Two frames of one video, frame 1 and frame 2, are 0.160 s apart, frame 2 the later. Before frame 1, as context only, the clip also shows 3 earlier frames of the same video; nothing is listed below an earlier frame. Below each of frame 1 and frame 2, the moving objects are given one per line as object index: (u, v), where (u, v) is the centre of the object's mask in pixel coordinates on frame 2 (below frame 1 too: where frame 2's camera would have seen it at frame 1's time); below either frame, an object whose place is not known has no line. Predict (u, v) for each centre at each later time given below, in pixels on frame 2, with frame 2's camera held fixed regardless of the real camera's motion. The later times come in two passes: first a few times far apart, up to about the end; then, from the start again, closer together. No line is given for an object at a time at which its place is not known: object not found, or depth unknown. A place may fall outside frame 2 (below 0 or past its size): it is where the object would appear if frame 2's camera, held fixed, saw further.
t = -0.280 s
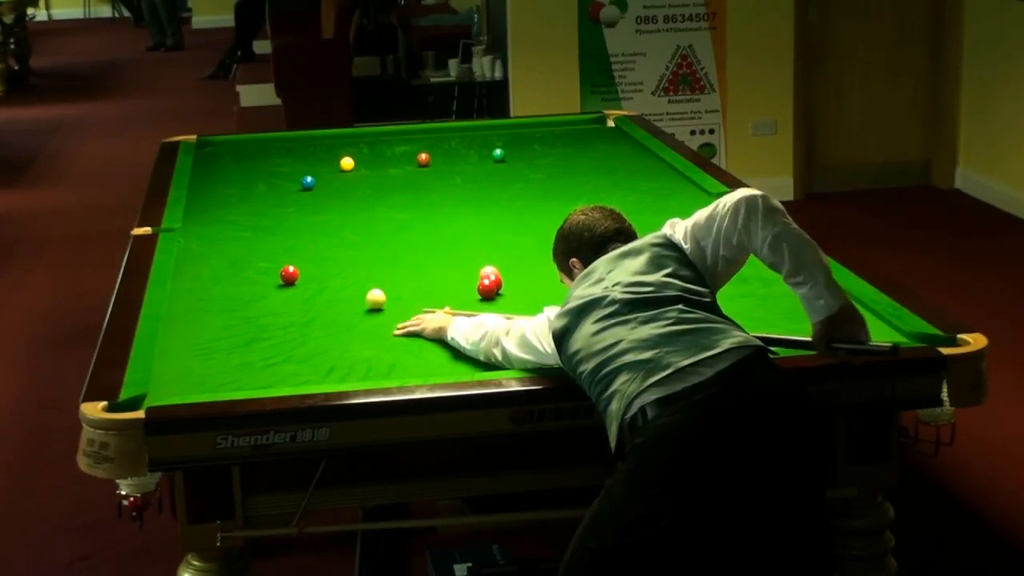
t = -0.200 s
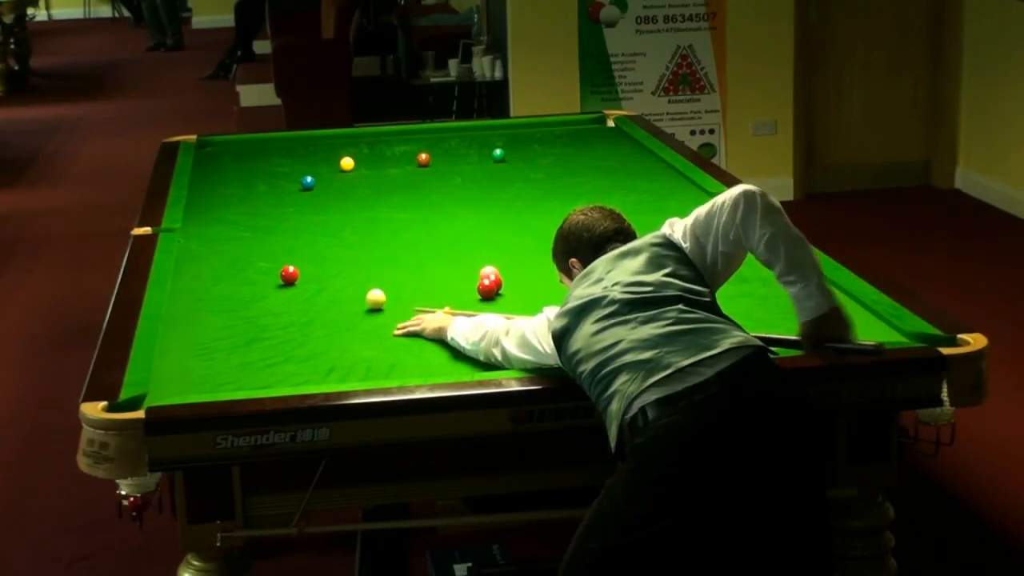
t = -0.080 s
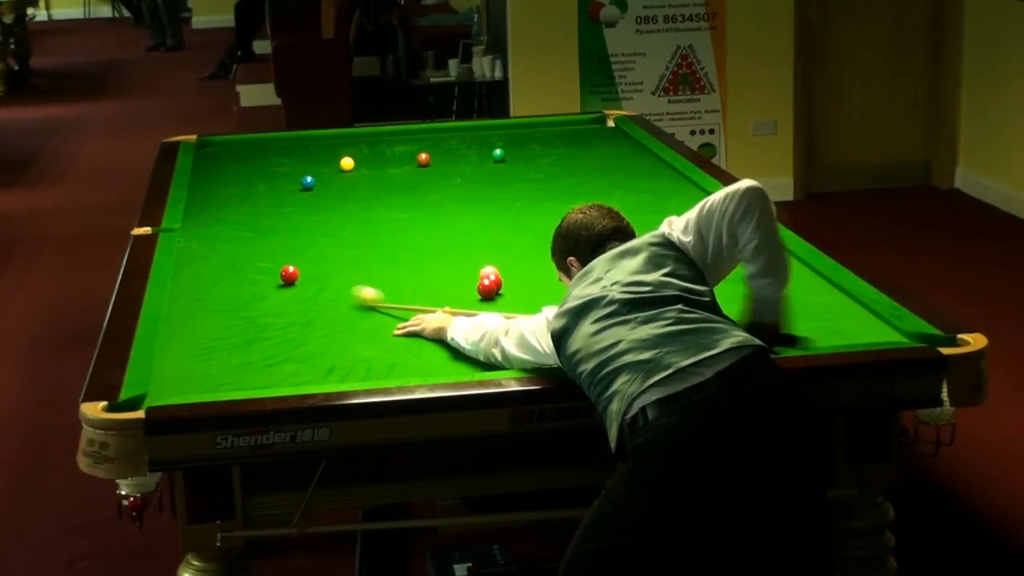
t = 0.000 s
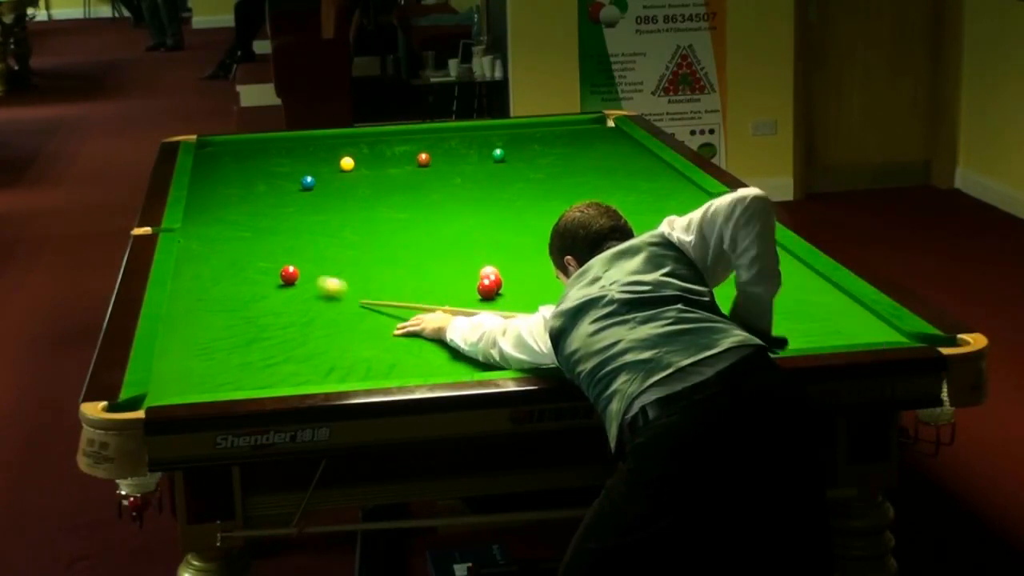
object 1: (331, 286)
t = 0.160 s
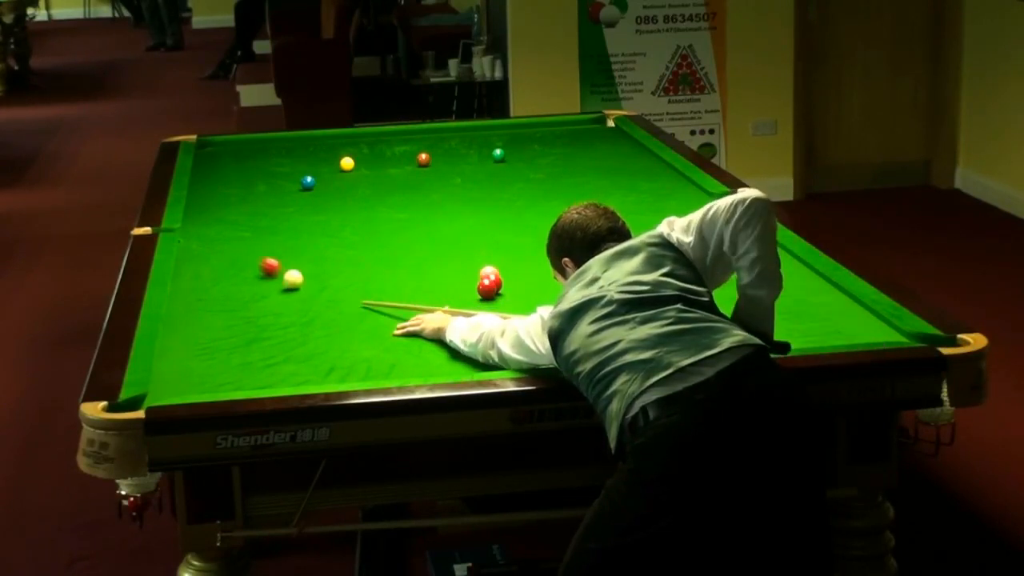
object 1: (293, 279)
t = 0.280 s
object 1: (291, 282)
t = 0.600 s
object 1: (290, 289)
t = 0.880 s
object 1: (289, 294)
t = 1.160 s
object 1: (289, 299)
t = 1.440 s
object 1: (288, 304)
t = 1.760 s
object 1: (287, 308)
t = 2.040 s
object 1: (286, 310)
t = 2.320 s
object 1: (285, 312)
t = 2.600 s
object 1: (284, 314)
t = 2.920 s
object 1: (284, 314)
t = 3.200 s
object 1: (284, 314)
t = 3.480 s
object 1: (284, 314)
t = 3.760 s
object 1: (284, 314)
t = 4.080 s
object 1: (284, 314)
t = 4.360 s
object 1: (284, 314)
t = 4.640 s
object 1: (284, 314)
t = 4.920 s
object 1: (283, 314)
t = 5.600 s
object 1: (284, 313)
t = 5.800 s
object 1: (284, 313)
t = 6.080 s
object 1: (284, 314)
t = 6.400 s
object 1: (284, 314)
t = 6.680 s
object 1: (284, 314)
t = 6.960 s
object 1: (284, 314)
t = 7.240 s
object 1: (284, 314)
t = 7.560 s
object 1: (284, 314)
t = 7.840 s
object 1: (285, 312)
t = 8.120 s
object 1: (284, 314)
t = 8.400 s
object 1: (284, 314)
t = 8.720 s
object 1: (284, 314)
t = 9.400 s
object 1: (284, 314)
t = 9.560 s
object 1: (284, 314)
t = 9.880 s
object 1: (284, 314)
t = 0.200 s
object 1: (292, 280)
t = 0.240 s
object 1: (291, 281)
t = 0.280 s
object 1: (291, 282)
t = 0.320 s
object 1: (291, 283)
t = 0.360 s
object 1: (291, 284)
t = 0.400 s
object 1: (291, 284)
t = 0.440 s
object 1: (291, 285)
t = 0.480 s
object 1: (290, 286)
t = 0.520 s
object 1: (290, 287)
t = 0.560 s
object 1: (290, 288)
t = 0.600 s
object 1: (290, 289)
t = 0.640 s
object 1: (290, 289)
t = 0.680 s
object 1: (290, 290)
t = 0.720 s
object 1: (290, 291)
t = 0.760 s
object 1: (290, 292)
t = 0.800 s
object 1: (289, 293)
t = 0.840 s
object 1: (289, 294)
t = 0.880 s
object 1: (289, 294)
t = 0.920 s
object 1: (289, 295)
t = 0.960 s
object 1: (289, 295)
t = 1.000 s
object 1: (289, 296)
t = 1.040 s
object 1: (289, 297)
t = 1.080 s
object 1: (289, 298)
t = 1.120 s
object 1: (289, 299)
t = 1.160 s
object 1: (289, 299)
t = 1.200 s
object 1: (289, 300)
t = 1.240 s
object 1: (288, 301)
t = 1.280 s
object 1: (288, 301)
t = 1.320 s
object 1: (288, 302)
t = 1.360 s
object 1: (288, 302)
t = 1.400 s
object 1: (288, 303)
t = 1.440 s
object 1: (288, 304)
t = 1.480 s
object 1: (288, 304)
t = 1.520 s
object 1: (288, 305)
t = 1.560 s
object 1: (287, 305)
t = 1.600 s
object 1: (287, 306)
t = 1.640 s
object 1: (287, 306)
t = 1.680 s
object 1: (287, 307)
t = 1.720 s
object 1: (287, 308)
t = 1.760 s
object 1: (287, 308)
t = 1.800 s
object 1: (287, 308)
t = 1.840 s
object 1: (287, 309)
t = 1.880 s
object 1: (286, 309)
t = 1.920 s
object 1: (286, 309)
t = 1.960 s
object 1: (286, 310)
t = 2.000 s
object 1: (286, 310)
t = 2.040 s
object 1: (286, 310)
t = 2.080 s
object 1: (286, 311)
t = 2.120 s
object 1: (285, 311)
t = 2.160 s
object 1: (285, 311)
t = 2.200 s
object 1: (285, 312)
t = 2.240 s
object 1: (285, 312)
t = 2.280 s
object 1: (285, 312)
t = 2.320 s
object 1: (285, 312)
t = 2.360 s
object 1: (285, 313)
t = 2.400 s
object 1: (285, 313)
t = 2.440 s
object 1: (285, 313)
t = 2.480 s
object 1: (285, 313)
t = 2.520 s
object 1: (285, 313)
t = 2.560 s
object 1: (285, 314)
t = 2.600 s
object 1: (284, 314)
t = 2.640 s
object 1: (284, 314)
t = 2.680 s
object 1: (284, 314)
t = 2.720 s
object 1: (284, 314)
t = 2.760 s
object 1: (284, 314)
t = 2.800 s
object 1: (284, 314)
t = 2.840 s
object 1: (284, 314)
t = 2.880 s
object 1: (284, 314)
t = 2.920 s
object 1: (284, 314)
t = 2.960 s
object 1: (284, 314)
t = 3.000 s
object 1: (284, 314)
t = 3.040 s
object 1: (284, 314)
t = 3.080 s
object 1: (284, 314)
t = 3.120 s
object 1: (284, 314)
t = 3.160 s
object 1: (284, 314)
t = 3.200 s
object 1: (284, 314)
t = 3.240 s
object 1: (284, 314)
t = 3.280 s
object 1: (284, 314)
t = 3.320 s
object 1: (284, 314)
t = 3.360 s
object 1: (284, 314)
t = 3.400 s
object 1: (284, 314)
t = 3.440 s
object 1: (284, 314)
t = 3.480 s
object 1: (284, 314)
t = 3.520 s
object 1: (284, 314)
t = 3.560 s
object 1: (284, 314)
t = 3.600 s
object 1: (284, 314)
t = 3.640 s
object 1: (284, 314)
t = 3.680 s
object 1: (284, 314)
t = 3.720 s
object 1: (284, 314)
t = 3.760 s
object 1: (284, 314)
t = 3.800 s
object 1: (284, 314)
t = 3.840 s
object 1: (284, 314)
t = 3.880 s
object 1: (284, 314)
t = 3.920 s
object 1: (284, 314)
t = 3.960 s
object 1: (284, 314)
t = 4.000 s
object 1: (284, 314)
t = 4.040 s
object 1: (284, 314)
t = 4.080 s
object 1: (284, 314)
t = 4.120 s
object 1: (284, 314)
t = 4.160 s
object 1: (284, 314)
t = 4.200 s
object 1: (284, 314)
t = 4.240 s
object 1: (284, 314)
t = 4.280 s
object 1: (284, 314)
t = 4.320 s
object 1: (284, 314)
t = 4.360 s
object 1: (284, 314)
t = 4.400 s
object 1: (284, 314)
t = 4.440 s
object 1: (285, 314)
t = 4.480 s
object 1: (285, 311)
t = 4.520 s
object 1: (284, 314)
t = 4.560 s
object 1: (284, 314)
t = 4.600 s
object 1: (284, 314)
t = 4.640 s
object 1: (284, 314)
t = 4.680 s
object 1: (284, 314)
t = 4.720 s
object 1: (284, 314)
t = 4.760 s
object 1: (284, 314)
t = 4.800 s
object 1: (284, 314)
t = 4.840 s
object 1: (284, 314)
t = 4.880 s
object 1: (284, 314)
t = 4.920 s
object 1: (283, 314)
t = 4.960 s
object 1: (280, 314)
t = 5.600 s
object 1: (284, 313)
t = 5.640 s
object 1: (285, 313)
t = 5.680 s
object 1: (285, 313)
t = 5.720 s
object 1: (284, 313)
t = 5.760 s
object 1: (284, 313)
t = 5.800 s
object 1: (284, 313)
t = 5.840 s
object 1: (284, 313)
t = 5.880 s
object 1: (284, 313)
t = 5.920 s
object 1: (284, 313)
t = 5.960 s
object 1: (284, 314)
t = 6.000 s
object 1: (284, 314)
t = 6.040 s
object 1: (284, 314)
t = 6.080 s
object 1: (284, 314)
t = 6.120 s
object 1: (284, 314)
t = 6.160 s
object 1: (284, 314)
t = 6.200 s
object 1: (284, 314)
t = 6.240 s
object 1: (284, 314)
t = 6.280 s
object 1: (284, 314)
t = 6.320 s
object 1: (284, 314)
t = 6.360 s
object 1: (284, 314)
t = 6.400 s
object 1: (284, 314)
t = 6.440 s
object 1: (284, 314)
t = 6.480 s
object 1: (284, 314)
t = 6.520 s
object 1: (284, 314)
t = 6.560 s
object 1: (284, 314)
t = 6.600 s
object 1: (284, 314)
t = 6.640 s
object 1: (284, 314)
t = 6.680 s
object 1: (284, 314)
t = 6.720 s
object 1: (284, 314)
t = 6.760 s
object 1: (284, 314)
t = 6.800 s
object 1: (284, 314)
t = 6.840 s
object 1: (284, 314)
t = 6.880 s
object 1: (284, 314)
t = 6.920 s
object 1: (284, 314)
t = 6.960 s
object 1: (284, 314)
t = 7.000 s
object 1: (284, 314)
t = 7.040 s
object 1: (284, 314)
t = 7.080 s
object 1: (284, 314)
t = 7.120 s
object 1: (284, 314)
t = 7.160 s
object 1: (284, 314)
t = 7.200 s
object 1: (284, 314)
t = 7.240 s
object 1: (284, 314)
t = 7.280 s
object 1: (284, 314)
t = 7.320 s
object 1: (284, 314)
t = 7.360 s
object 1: (284, 314)
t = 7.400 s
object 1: (284, 314)
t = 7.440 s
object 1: (284, 314)
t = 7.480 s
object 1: (284, 314)
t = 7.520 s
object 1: (284, 313)
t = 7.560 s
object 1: (284, 314)
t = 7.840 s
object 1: (285, 312)
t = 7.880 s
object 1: (284, 314)
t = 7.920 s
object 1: (284, 314)
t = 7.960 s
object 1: (284, 314)
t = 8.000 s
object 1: (284, 314)
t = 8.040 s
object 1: (284, 314)
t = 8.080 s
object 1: (284, 314)
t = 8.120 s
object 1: (284, 314)
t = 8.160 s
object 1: (284, 314)
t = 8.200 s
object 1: (284, 314)
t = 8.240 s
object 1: (284, 314)
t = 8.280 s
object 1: (284, 314)
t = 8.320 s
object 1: (284, 314)
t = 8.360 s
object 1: (284, 314)
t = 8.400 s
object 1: (284, 314)
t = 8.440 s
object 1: (284, 314)
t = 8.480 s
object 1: (284, 314)
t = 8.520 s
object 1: (284, 314)
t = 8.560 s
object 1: (284, 314)
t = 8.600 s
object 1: (284, 314)
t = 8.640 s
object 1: (284, 314)
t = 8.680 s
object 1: (284, 314)
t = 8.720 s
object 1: (284, 314)
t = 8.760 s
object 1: (284, 314)
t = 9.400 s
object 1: (284, 314)
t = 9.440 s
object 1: (284, 314)
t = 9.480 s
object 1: (284, 314)
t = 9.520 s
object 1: (284, 314)
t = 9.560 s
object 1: (284, 314)
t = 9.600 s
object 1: (284, 313)
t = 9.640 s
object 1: (284, 314)
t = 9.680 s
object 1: (284, 314)
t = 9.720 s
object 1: (284, 314)
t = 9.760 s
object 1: (284, 314)
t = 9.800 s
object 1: (284, 314)
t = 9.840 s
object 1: (284, 314)
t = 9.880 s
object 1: (284, 314)
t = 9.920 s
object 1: (284, 314)
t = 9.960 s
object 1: (284, 314)
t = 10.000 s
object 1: (284, 314)
